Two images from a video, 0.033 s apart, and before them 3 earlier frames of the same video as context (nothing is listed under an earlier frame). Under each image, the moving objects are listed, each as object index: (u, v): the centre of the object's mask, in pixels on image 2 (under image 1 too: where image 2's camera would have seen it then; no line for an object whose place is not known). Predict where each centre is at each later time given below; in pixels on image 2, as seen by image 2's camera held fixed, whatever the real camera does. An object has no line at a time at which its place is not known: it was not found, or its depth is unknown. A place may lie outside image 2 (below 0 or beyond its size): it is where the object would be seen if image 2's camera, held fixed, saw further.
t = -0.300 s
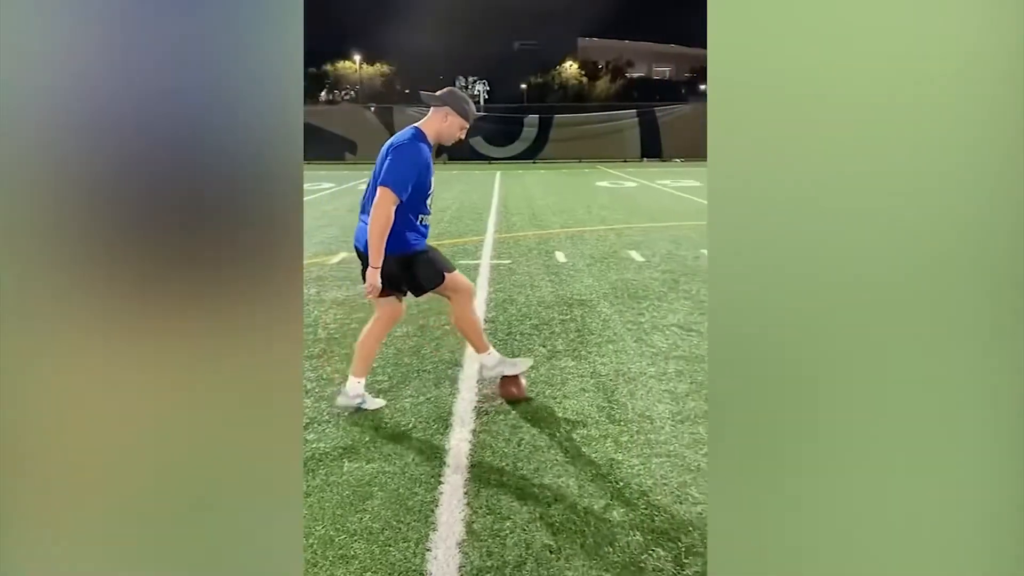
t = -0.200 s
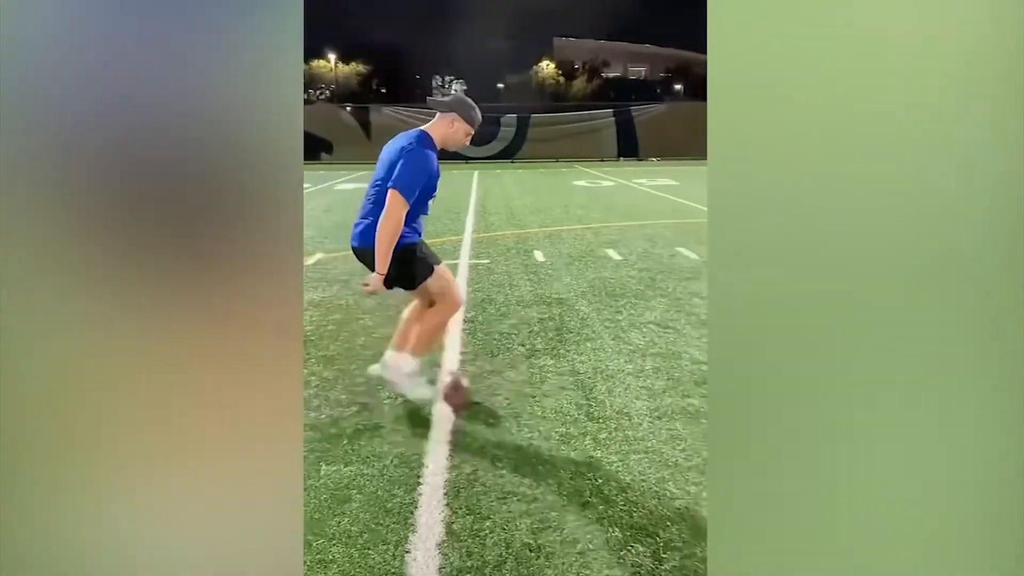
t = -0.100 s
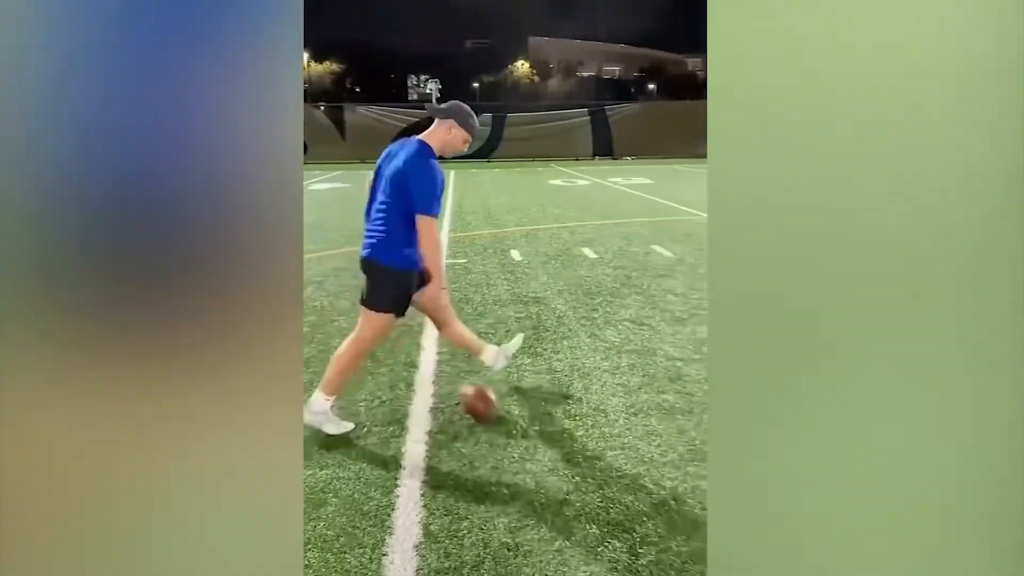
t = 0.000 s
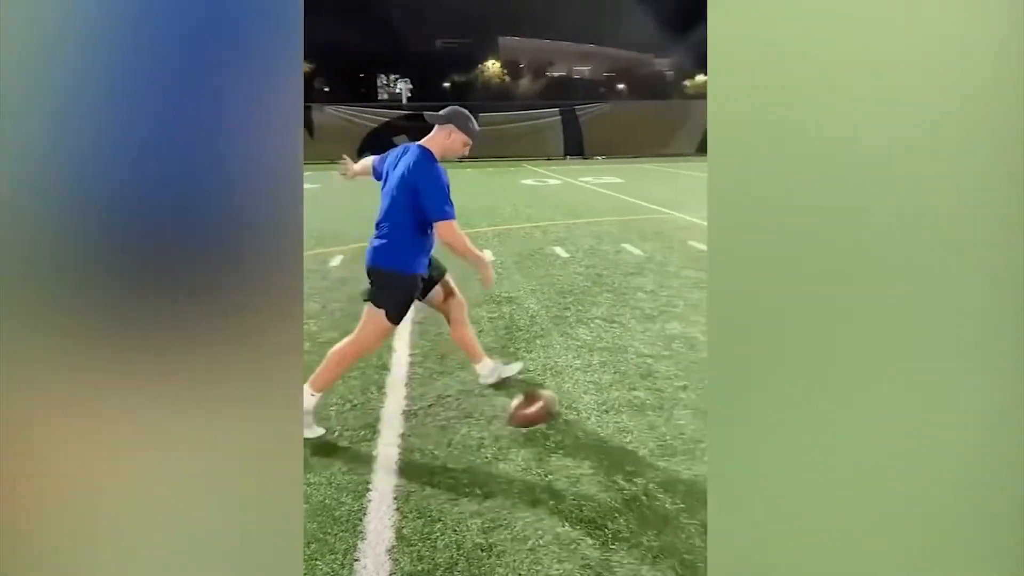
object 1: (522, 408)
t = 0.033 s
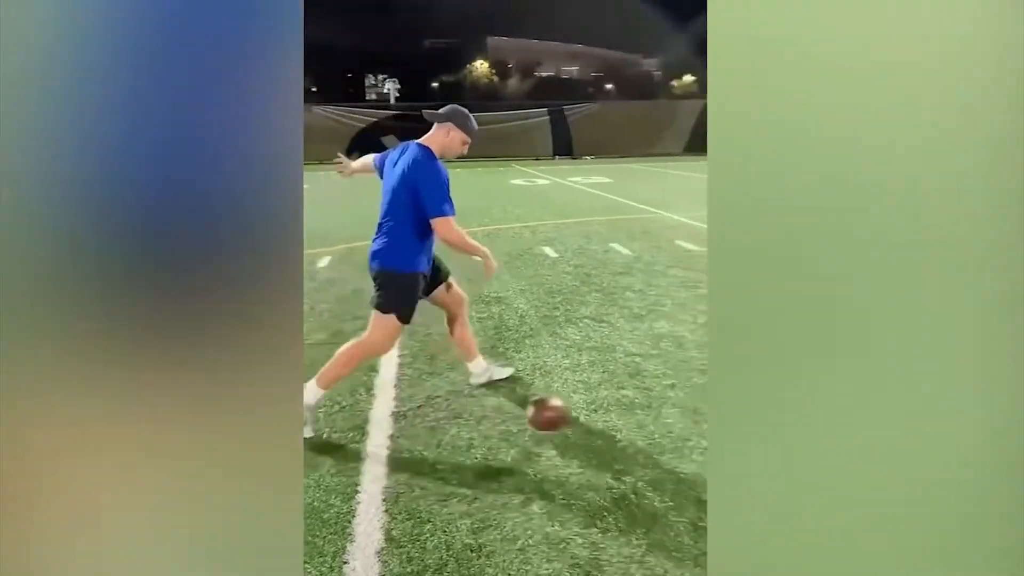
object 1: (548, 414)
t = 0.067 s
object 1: (574, 420)
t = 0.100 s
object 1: (602, 428)
